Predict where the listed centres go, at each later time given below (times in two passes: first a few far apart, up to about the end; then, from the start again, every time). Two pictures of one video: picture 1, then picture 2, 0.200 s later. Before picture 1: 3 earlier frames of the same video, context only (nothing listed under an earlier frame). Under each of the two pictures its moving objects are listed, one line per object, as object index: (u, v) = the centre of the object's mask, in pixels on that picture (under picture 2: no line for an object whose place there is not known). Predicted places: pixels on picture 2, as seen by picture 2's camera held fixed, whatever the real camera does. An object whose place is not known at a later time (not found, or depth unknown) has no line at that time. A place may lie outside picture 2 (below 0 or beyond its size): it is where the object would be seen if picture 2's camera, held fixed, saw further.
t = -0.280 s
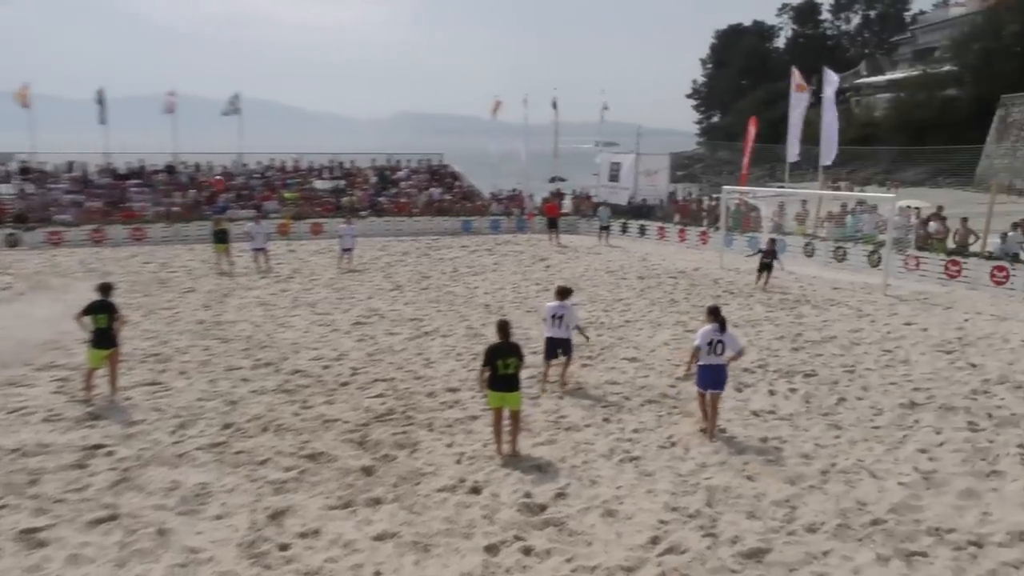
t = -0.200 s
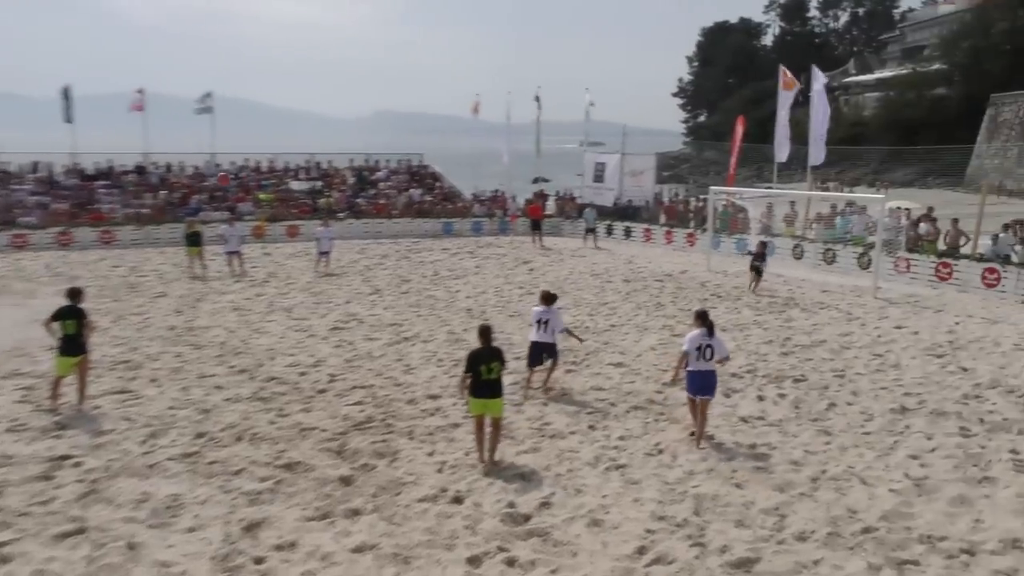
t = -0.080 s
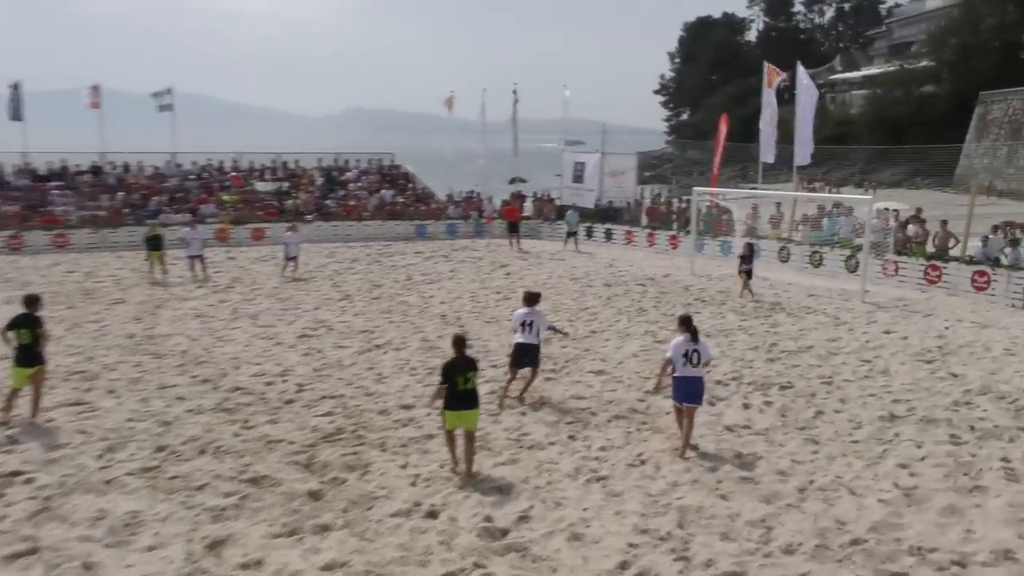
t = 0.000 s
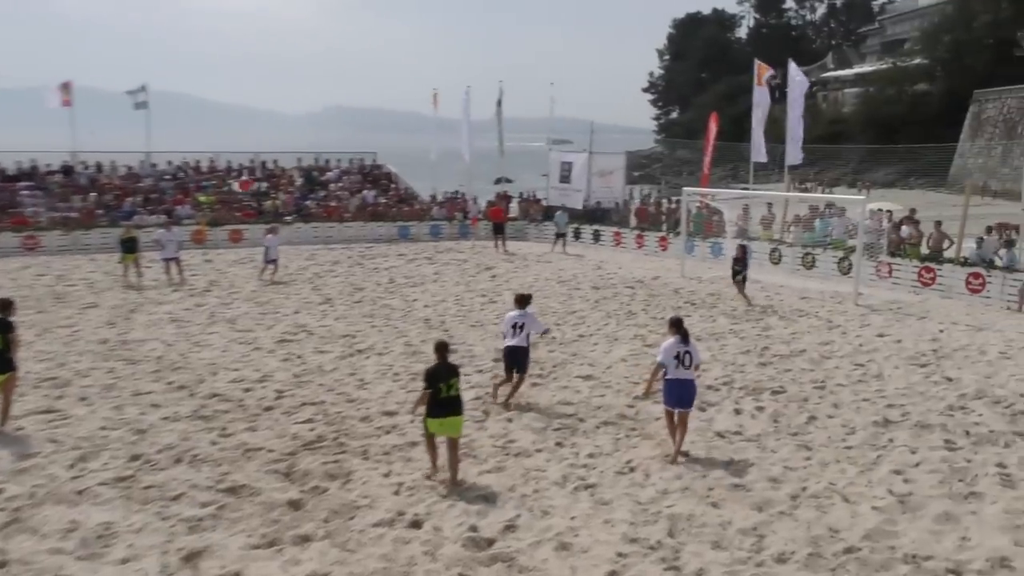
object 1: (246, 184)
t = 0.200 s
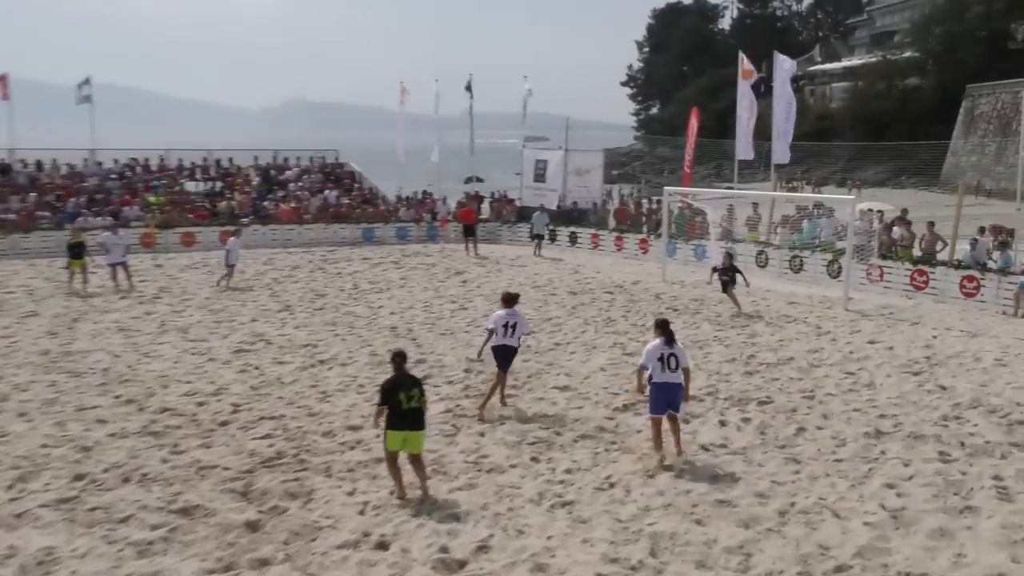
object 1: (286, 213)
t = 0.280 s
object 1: (314, 230)
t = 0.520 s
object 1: (404, 306)
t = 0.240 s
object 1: (299, 220)
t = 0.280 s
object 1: (314, 230)
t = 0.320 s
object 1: (327, 242)
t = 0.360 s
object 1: (343, 252)
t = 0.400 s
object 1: (357, 264)
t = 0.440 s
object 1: (374, 278)
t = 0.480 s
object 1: (389, 292)
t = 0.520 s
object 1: (404, 306)
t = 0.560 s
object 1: (421, 322)
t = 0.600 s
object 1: (437, 338)
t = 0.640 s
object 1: (453, 355)
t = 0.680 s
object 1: (463, 363)
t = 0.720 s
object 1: (468, 362)
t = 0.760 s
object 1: (472, 361)
